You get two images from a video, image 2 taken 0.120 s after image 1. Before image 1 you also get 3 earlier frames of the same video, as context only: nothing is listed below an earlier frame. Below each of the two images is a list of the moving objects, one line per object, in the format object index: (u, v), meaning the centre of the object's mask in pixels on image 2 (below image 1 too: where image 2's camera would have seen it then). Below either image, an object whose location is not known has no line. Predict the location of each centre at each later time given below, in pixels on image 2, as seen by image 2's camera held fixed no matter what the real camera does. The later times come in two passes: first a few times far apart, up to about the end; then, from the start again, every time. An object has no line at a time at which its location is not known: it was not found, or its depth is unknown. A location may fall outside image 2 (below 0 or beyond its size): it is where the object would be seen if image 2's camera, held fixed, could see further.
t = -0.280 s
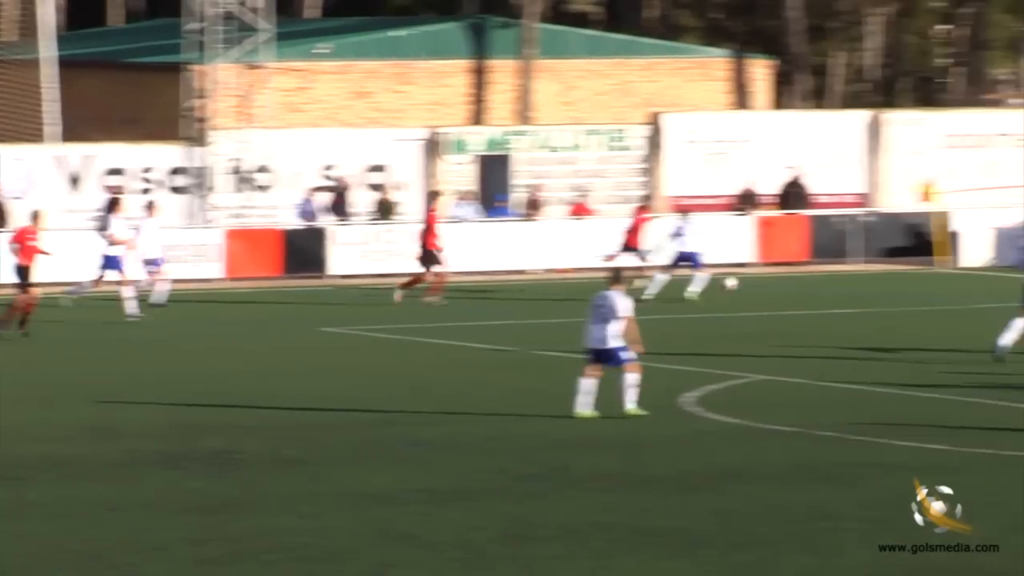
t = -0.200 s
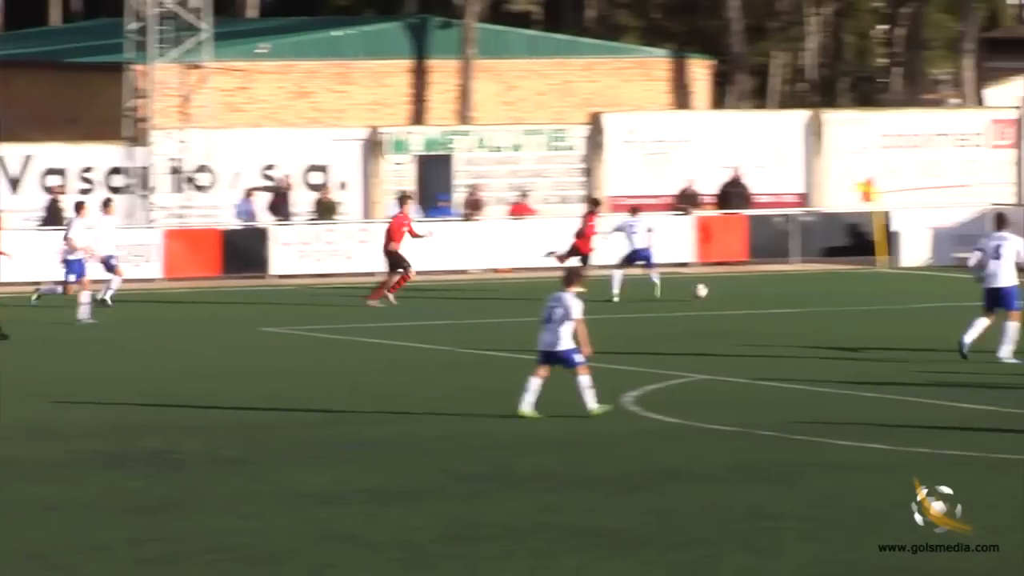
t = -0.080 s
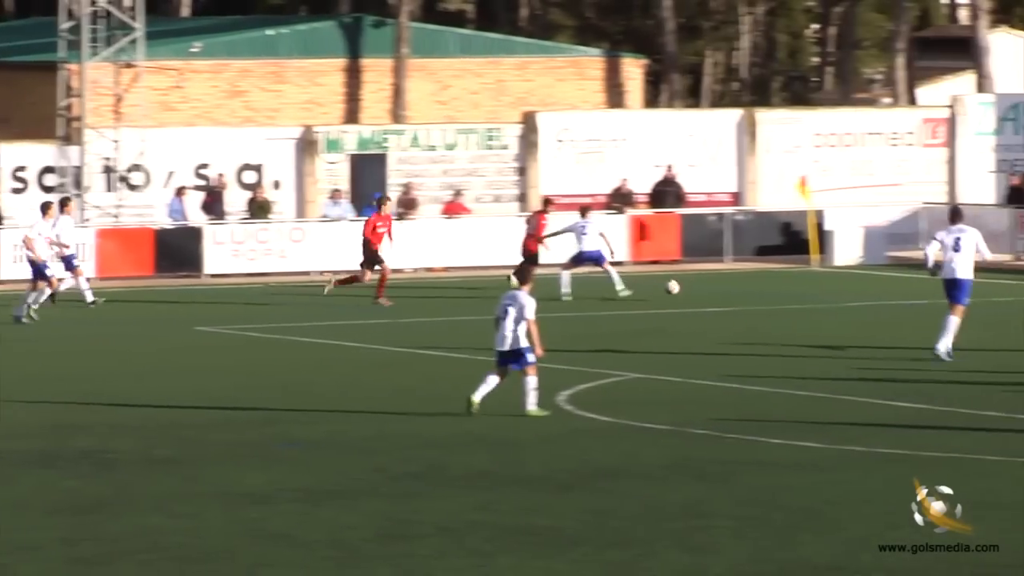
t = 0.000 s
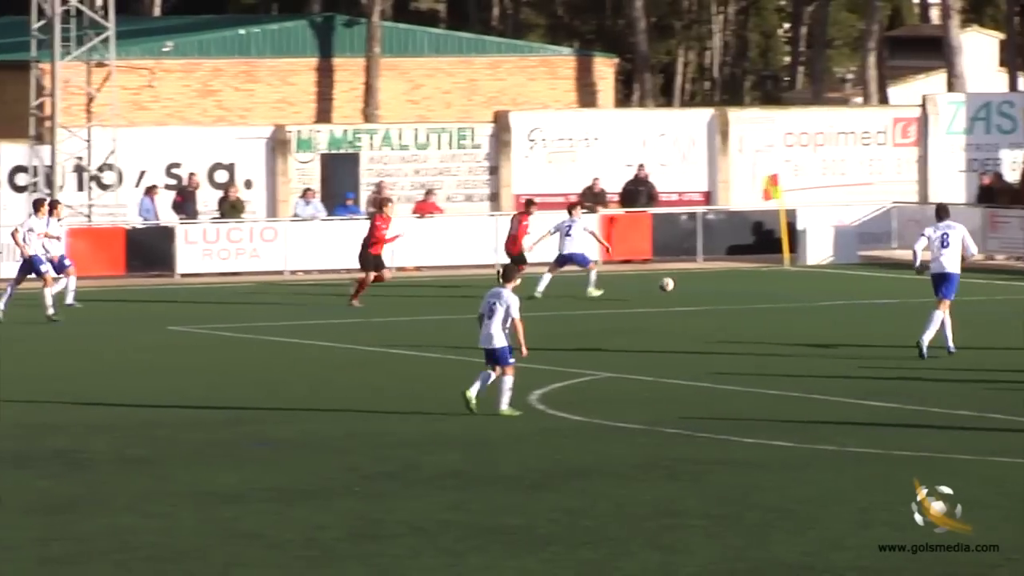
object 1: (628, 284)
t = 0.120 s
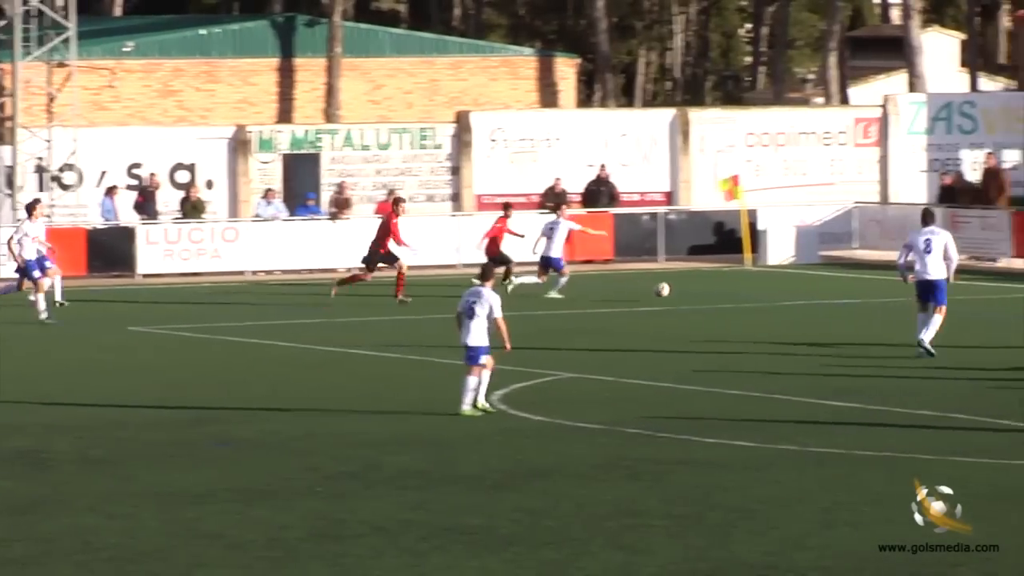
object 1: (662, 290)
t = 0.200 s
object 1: (686, 294)
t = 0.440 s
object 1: (755, 296)
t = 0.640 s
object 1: (811, 296)
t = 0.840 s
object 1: (864, 295)
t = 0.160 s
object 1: (675, 293)
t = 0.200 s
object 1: (686, 294)
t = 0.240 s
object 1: (697, 292)
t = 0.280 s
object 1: (708, 291)
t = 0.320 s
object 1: (721, 291)
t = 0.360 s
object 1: (732, 292)
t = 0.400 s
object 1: (742, 294)
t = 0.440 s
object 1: (755, 296)
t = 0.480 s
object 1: (766, 294)
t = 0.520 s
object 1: (777, 294)
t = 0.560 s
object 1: (788, 294)
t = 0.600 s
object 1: (800, 296)
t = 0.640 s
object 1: (811, 296)
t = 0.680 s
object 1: (821, 295)
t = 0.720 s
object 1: (832, 294)
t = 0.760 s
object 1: (843, 296)
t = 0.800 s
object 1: (854, 297)
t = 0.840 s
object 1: (864, 295)
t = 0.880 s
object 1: (875, 295)
